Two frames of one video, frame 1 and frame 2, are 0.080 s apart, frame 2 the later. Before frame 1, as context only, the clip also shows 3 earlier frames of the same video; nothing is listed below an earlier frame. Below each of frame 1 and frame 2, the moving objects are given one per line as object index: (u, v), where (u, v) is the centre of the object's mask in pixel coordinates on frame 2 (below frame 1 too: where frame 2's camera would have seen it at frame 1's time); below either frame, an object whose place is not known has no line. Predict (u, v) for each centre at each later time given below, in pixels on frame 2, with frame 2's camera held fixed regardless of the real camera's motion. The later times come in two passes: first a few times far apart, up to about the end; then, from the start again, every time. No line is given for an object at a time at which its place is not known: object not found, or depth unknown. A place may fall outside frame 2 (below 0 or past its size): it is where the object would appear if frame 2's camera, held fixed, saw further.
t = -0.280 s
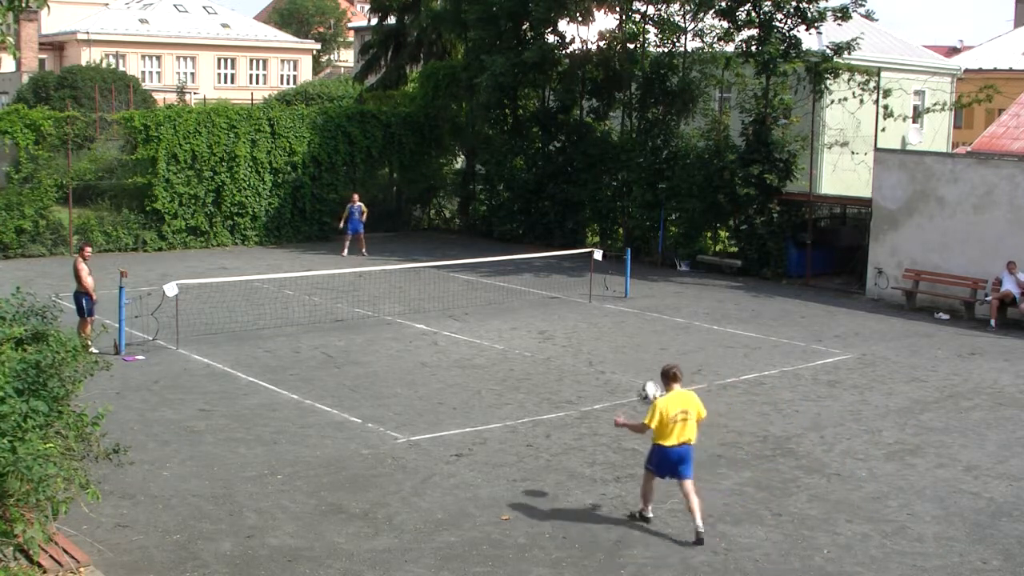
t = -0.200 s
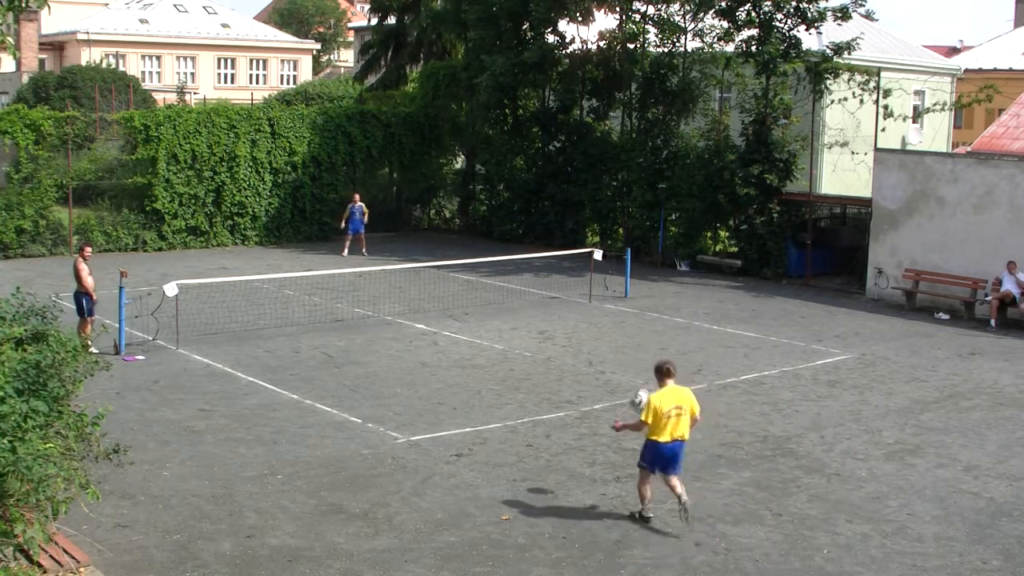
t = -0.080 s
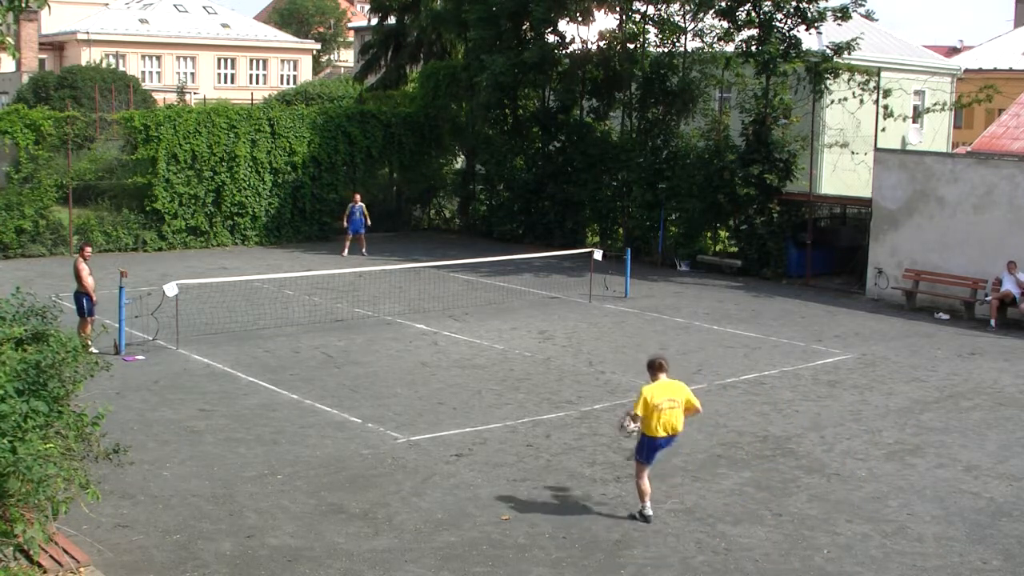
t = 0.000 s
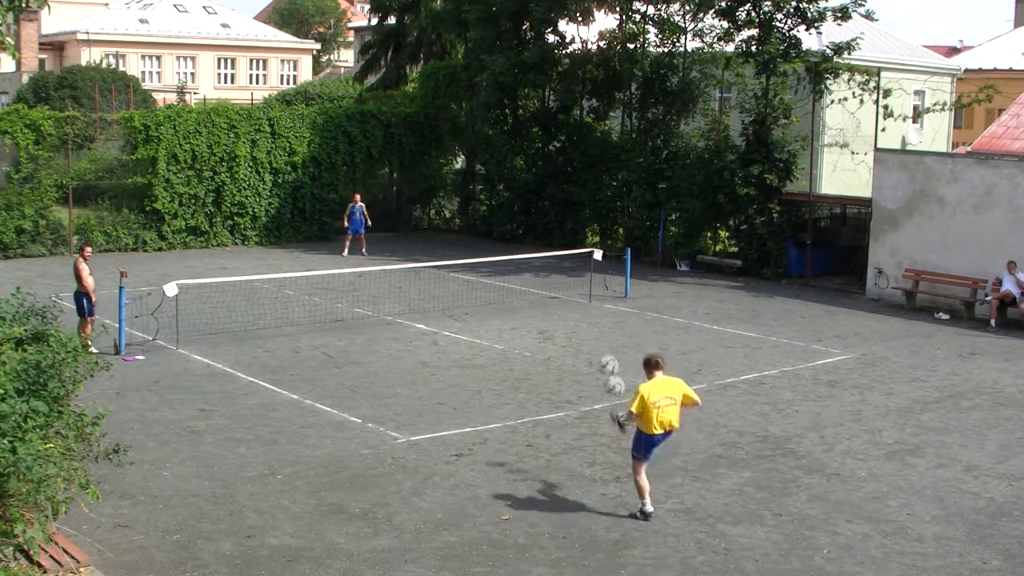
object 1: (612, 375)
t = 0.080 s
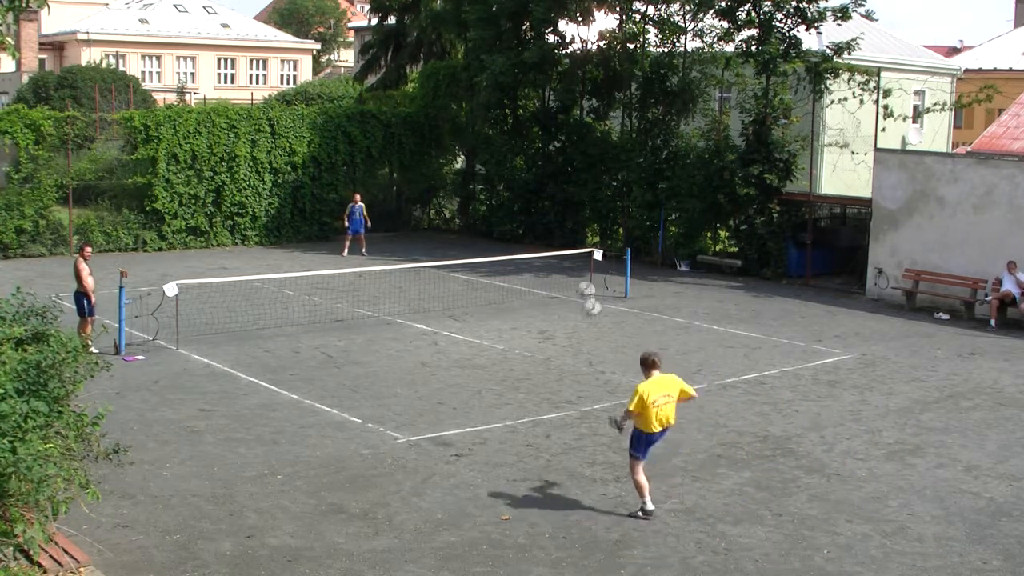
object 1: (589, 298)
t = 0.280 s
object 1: (541, 163)
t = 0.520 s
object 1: (499, 79)
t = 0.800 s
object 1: (462, 53)
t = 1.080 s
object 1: (435, 81)
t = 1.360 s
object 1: (414, 142)
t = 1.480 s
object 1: (406, 177)
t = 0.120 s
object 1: (579, 266)
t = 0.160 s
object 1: (567, 235)
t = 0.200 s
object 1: (558, 209)
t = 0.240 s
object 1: (549, 185)
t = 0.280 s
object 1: (541, 163)
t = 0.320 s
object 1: (534, 144)
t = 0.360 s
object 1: (526, 127)
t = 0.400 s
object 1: (518, 112)
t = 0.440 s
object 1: (511, 99)
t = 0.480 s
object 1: (505, 88)
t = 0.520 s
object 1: (499, 79)
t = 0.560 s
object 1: (493, 71)
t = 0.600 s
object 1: (487, 65)
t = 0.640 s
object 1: (482, 60)
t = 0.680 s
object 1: (476, 57)
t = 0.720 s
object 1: (471, 54)
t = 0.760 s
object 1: (466, 54)
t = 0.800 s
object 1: (462, 53)
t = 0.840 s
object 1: (457, 55)
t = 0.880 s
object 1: (453, 57)
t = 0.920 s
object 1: (449, 59)
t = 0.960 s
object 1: (446, 64)
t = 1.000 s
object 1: (442, 69)
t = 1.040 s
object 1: (438, 74)
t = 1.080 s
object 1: (435, 81)
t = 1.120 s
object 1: (432, 88)
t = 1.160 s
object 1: (429, 95)
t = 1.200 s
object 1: (426, 103)
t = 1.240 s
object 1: (423, 112)
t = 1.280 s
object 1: (420, 122)
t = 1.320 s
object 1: (417, 132)
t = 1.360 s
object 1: (414, 142)
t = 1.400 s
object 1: (412, 153)
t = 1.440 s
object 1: (409, 164)
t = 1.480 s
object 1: (406, 177)
